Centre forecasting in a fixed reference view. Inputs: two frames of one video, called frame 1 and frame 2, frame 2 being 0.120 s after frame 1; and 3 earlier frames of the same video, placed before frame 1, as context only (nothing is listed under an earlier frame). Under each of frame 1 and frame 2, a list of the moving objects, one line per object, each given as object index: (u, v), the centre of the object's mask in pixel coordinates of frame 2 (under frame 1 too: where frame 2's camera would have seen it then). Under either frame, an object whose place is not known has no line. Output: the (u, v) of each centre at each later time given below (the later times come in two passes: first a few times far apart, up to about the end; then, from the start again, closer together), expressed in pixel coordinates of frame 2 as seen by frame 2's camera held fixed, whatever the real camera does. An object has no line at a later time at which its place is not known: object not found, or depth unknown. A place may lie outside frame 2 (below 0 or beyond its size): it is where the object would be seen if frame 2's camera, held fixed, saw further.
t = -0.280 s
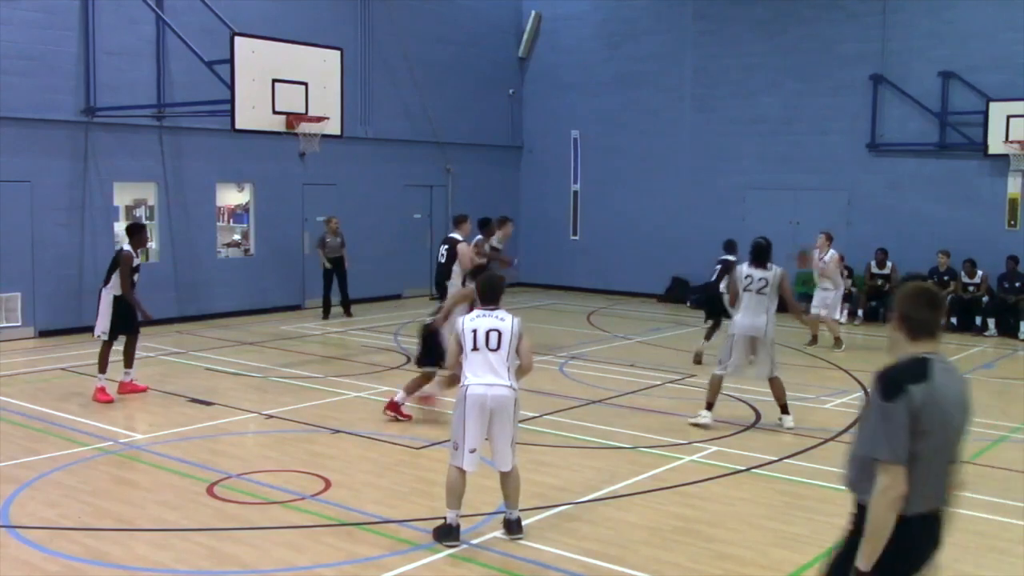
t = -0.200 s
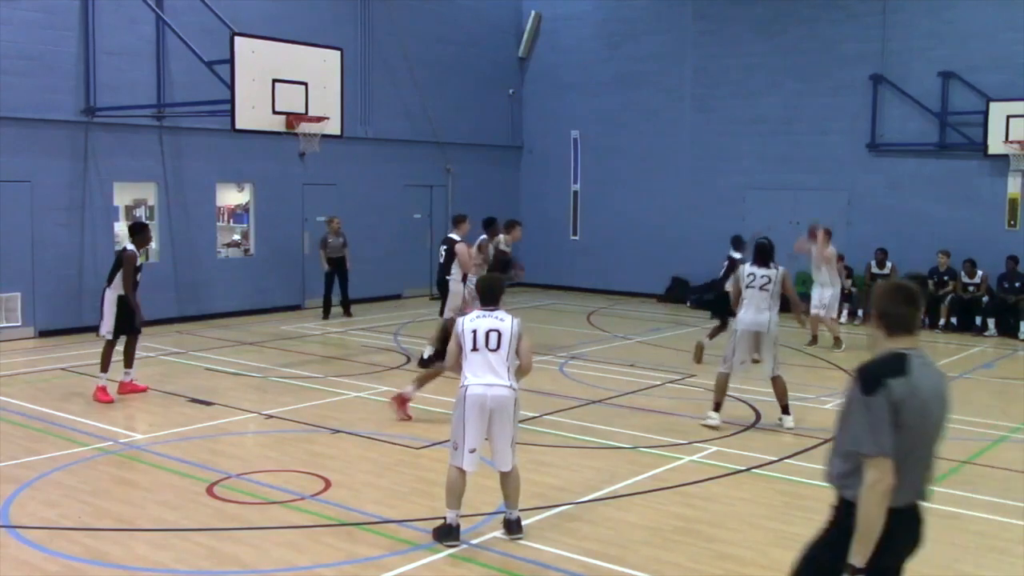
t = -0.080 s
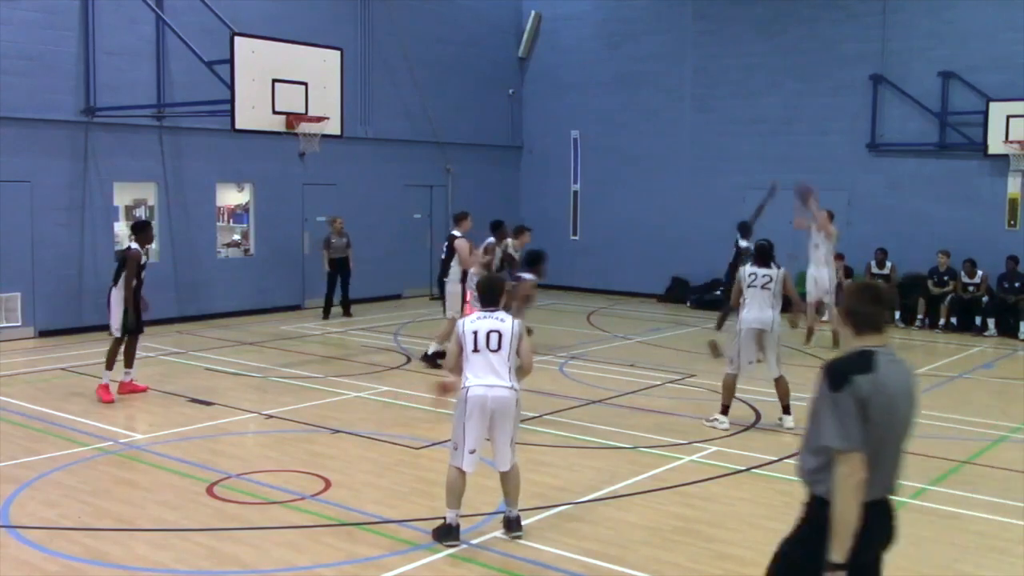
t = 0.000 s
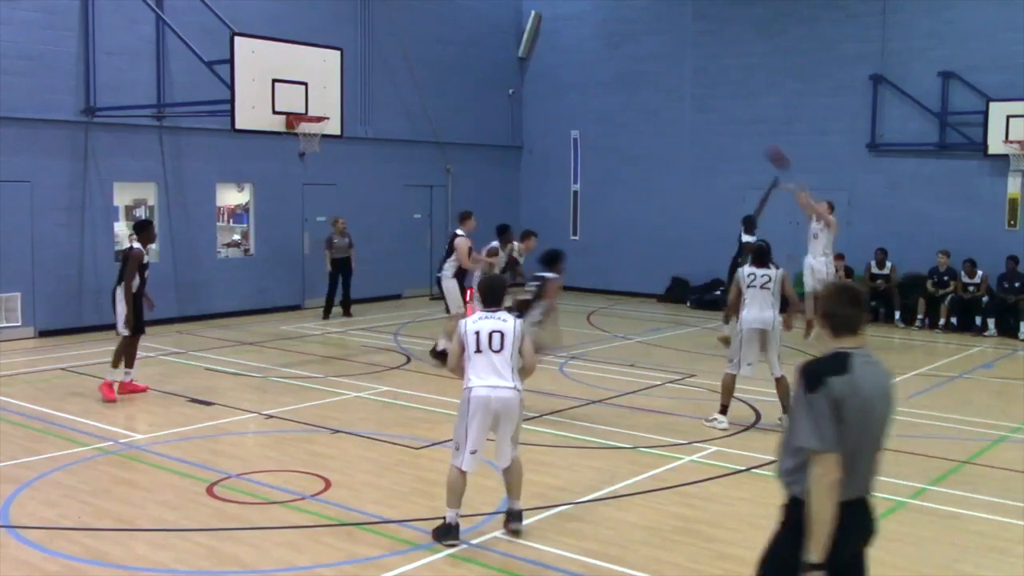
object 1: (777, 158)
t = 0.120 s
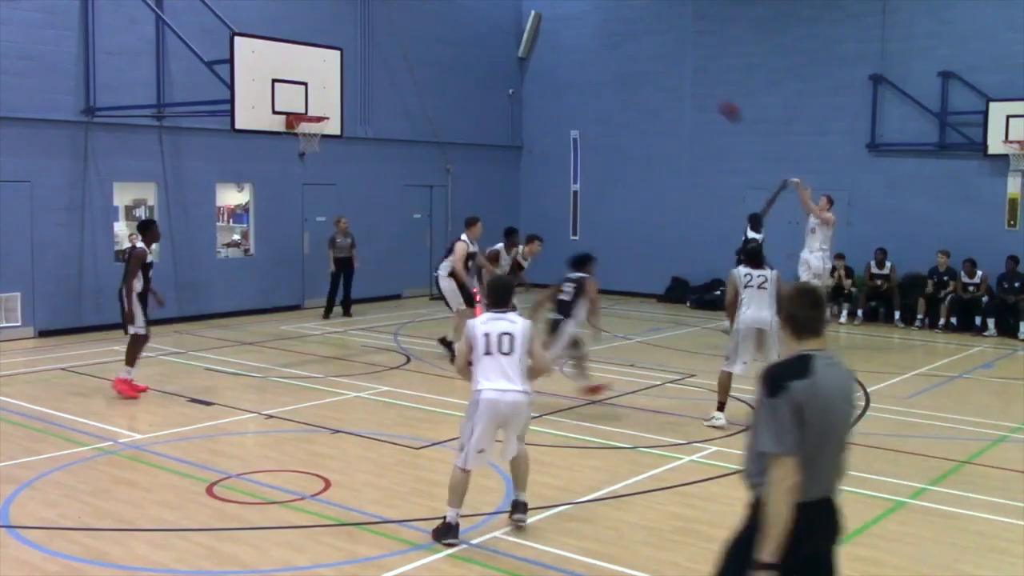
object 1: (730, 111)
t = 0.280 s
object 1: (664, 62)
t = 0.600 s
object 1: (529, 18)
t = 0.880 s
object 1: (407, 46)
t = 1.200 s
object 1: (312, 150)
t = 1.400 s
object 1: (341, 239)
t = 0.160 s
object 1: (714, 98)
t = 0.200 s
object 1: (697, 85)
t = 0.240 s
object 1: (680, 72)
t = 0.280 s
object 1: (664, 62)
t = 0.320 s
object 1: (648, 52)
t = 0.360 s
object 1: (631, 44)
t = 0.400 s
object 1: (614, 37)
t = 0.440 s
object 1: (597, 31)
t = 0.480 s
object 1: (580, 26)
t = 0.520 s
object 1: (563, 22)
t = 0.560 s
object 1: (546, 20)
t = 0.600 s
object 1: (529, 18)
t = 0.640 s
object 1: (511, 19)
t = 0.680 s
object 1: (494, 21)
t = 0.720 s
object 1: (476, 23)
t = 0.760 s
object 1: (459, 27)
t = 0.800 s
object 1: (441, 32)
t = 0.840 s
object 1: (424, 38)
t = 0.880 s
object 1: (407, 46)
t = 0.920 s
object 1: (390, 55)
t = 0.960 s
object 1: (372, 64)
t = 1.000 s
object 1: (355, 77)
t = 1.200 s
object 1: (312, 150)
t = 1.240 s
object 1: (317, 164)
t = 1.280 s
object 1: (323, 181)
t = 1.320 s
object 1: (330, 199)
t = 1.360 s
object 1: (336, 219)
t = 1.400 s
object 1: (341, 239)
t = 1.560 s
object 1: (363, 331)
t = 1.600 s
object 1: (367, 341)
